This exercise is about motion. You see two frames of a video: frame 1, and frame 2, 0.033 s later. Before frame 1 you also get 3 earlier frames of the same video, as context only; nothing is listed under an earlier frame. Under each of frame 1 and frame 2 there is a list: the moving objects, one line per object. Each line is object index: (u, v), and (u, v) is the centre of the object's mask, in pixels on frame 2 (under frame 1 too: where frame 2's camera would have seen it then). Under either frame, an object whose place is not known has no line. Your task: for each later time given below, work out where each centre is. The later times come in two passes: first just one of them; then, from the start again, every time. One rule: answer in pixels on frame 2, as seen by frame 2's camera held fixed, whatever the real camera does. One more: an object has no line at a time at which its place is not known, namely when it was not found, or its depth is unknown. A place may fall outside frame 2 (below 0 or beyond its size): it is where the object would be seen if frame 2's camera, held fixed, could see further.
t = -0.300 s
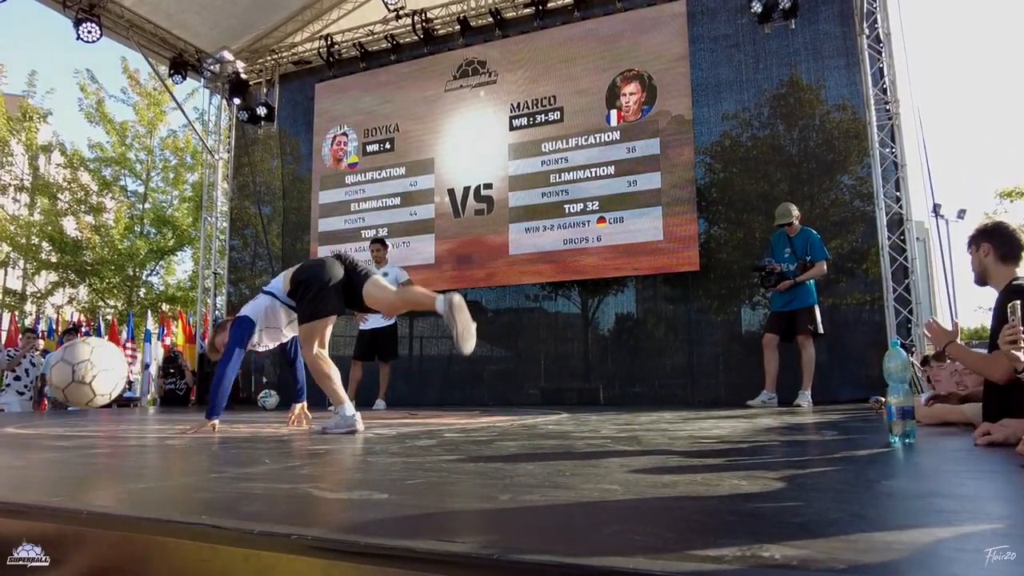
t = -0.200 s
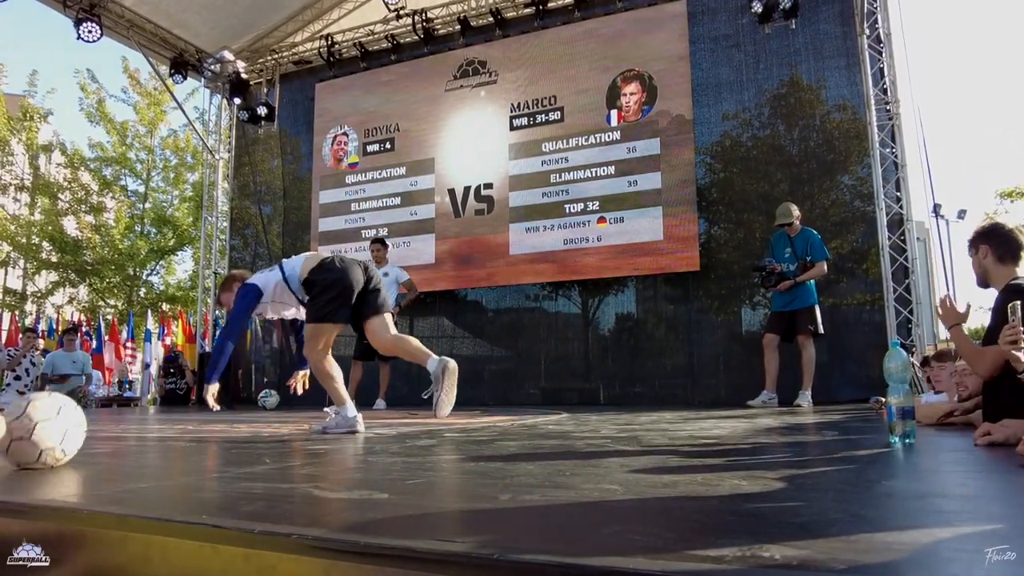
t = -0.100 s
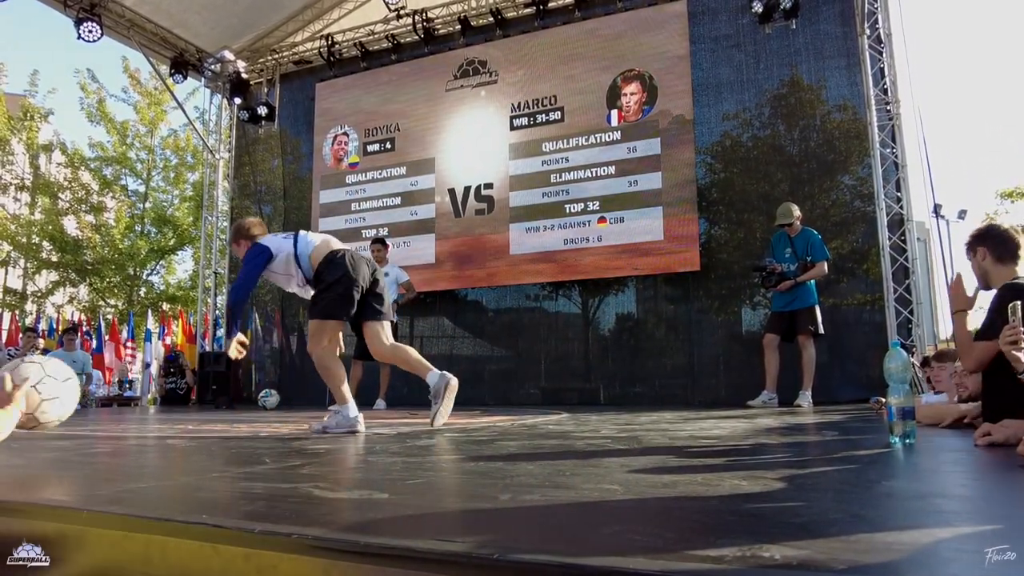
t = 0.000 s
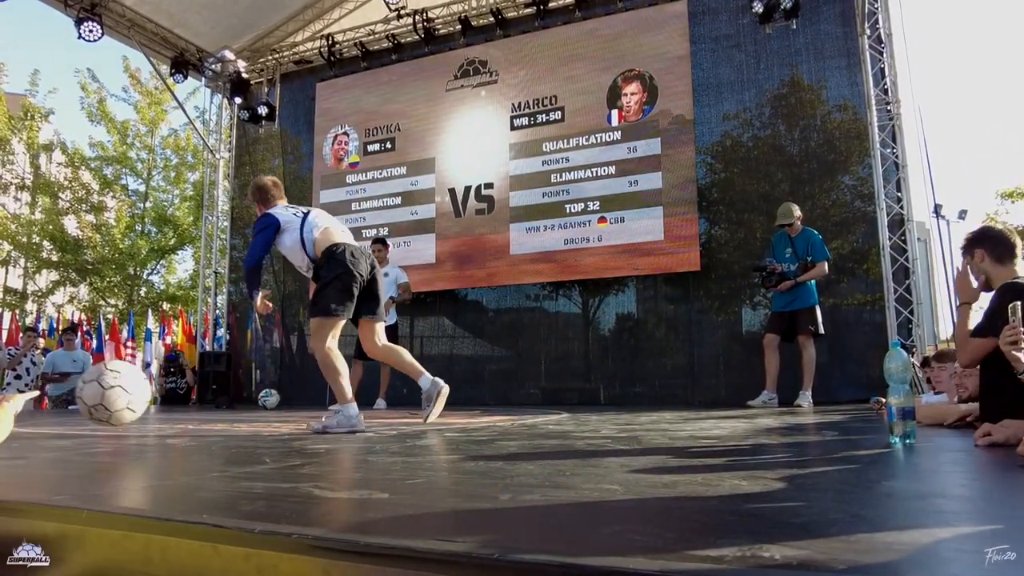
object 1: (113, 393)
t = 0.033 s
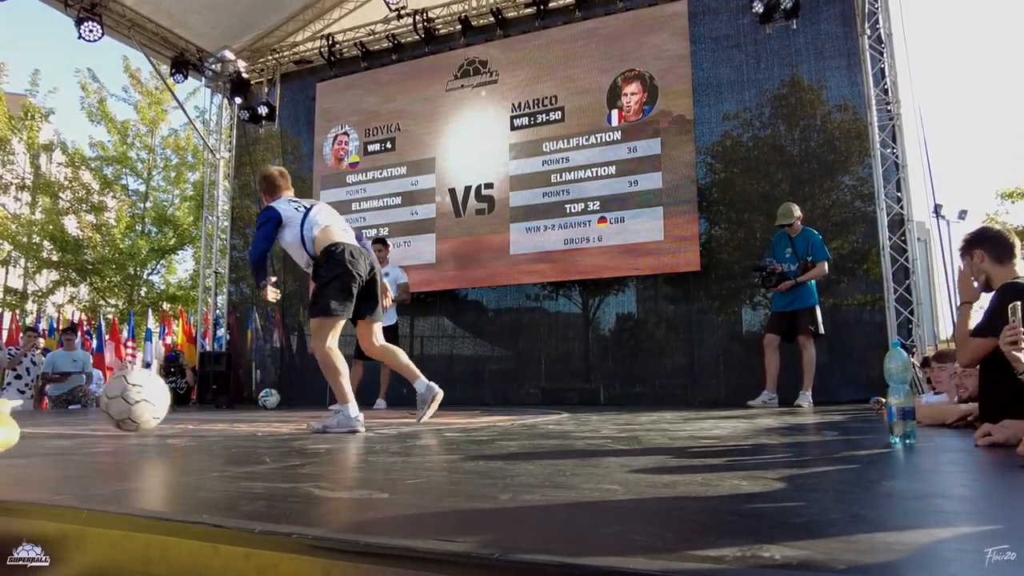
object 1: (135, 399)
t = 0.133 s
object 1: (182, 411)
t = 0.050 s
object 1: (145, 404)
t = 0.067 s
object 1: (155, 409)
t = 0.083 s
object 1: (164, 414)
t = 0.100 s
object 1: (172, 419)
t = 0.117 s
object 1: (177, 416)
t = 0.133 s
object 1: (182, 411)
